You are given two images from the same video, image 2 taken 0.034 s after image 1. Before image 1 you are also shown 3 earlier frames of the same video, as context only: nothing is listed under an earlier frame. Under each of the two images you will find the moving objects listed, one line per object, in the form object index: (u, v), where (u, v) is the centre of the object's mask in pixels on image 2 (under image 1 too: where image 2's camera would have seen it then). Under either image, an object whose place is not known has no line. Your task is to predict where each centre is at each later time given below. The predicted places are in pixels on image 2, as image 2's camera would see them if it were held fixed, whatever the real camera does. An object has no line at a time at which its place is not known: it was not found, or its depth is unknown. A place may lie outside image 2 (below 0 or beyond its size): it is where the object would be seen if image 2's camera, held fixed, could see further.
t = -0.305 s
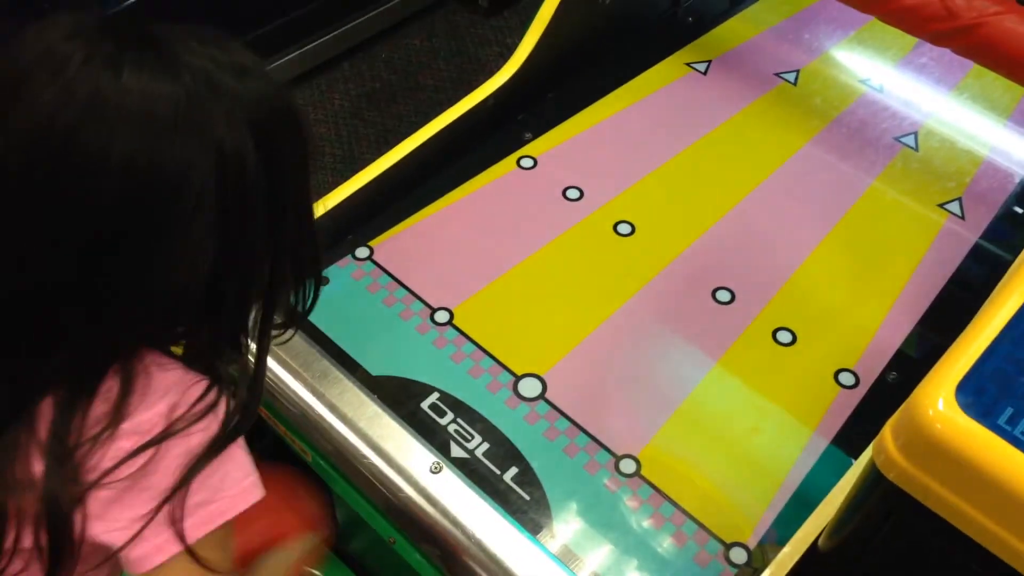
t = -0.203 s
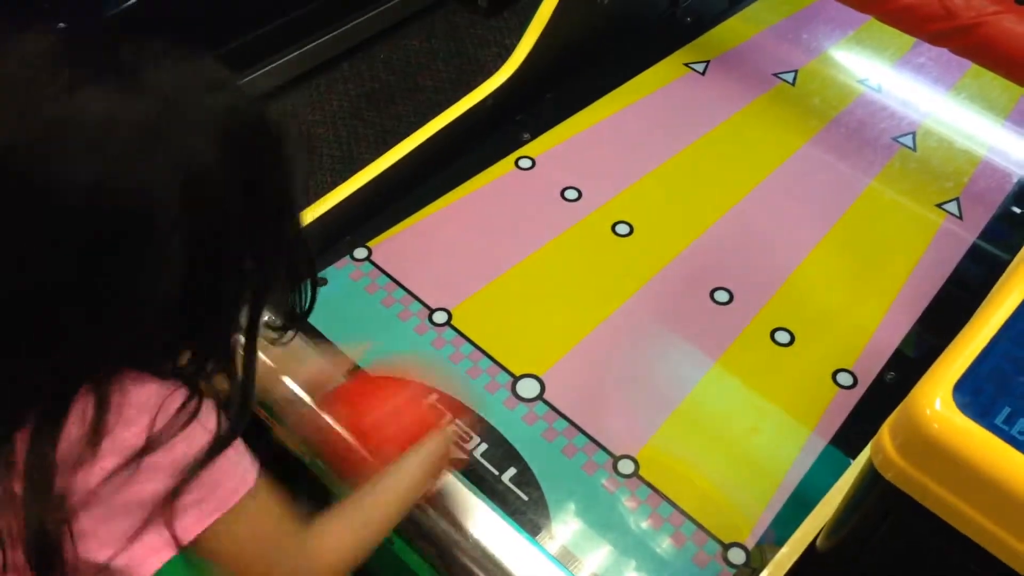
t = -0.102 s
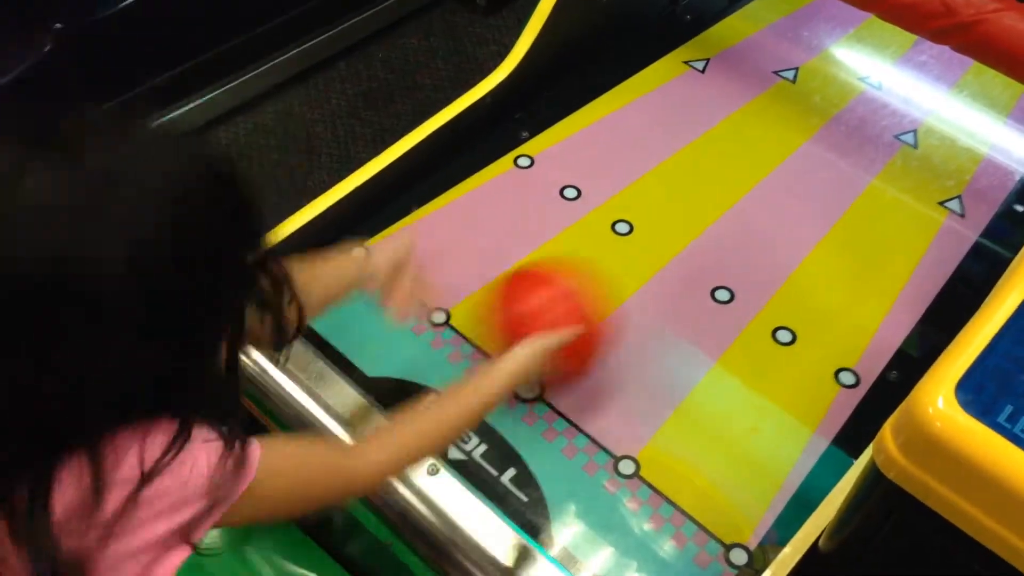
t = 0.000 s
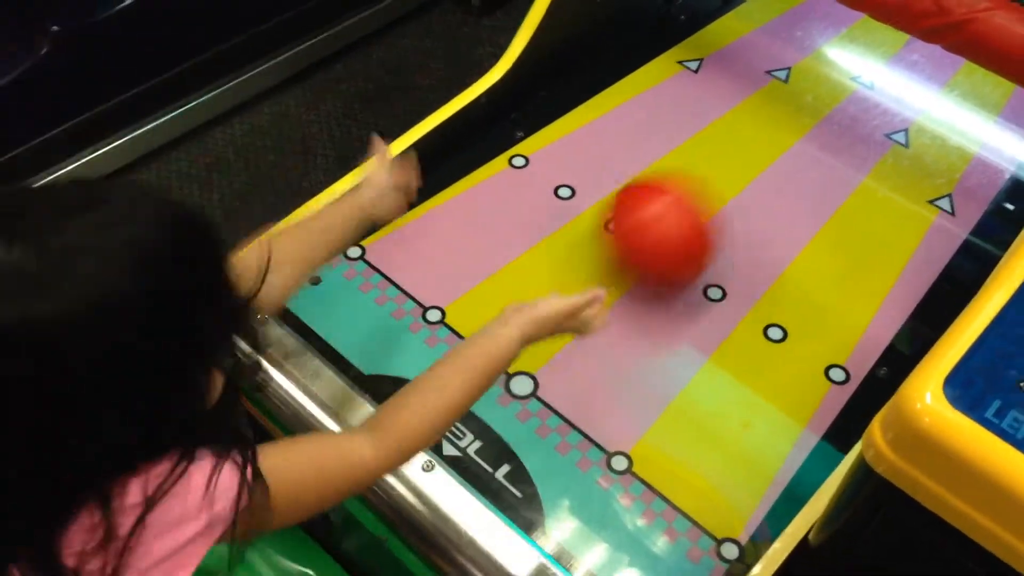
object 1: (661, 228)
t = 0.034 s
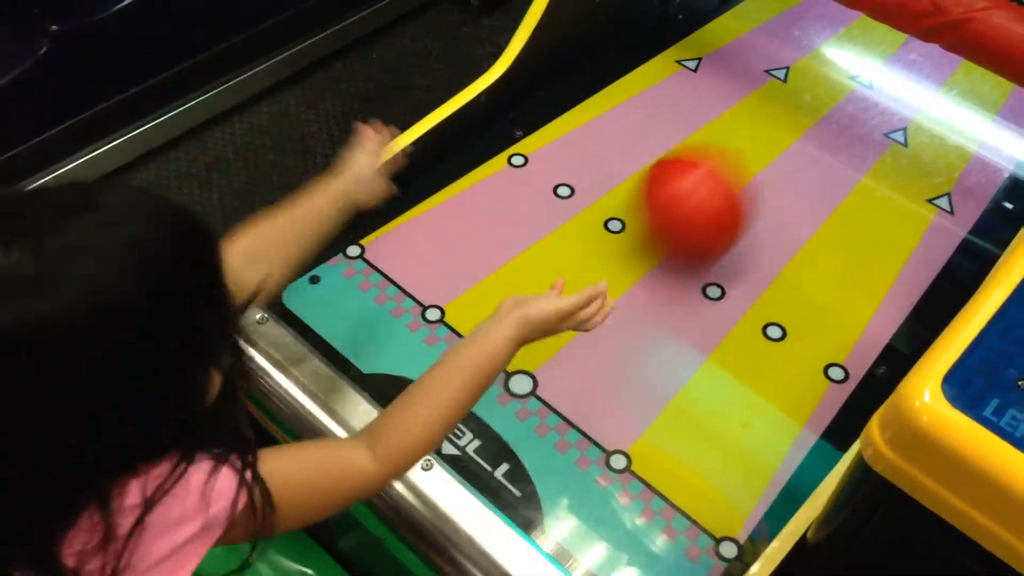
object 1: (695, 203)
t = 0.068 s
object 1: (727, 180)
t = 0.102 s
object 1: (756, 158)
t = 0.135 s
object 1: (783, 138)
